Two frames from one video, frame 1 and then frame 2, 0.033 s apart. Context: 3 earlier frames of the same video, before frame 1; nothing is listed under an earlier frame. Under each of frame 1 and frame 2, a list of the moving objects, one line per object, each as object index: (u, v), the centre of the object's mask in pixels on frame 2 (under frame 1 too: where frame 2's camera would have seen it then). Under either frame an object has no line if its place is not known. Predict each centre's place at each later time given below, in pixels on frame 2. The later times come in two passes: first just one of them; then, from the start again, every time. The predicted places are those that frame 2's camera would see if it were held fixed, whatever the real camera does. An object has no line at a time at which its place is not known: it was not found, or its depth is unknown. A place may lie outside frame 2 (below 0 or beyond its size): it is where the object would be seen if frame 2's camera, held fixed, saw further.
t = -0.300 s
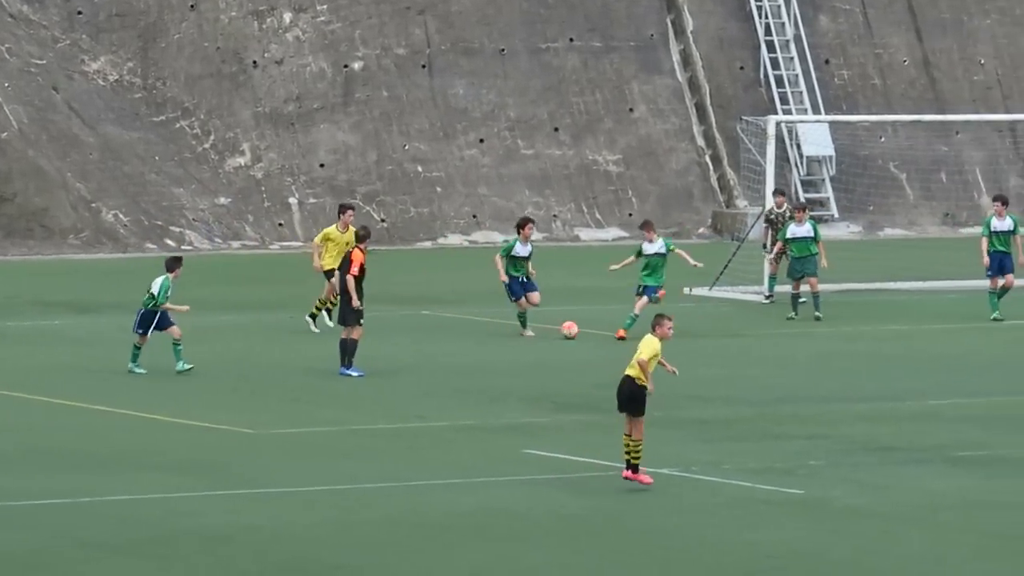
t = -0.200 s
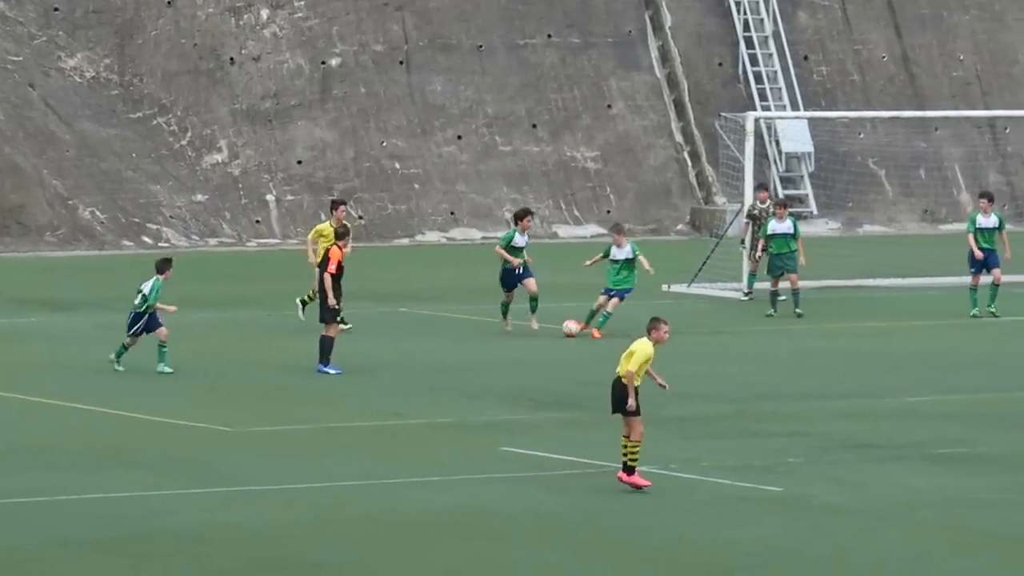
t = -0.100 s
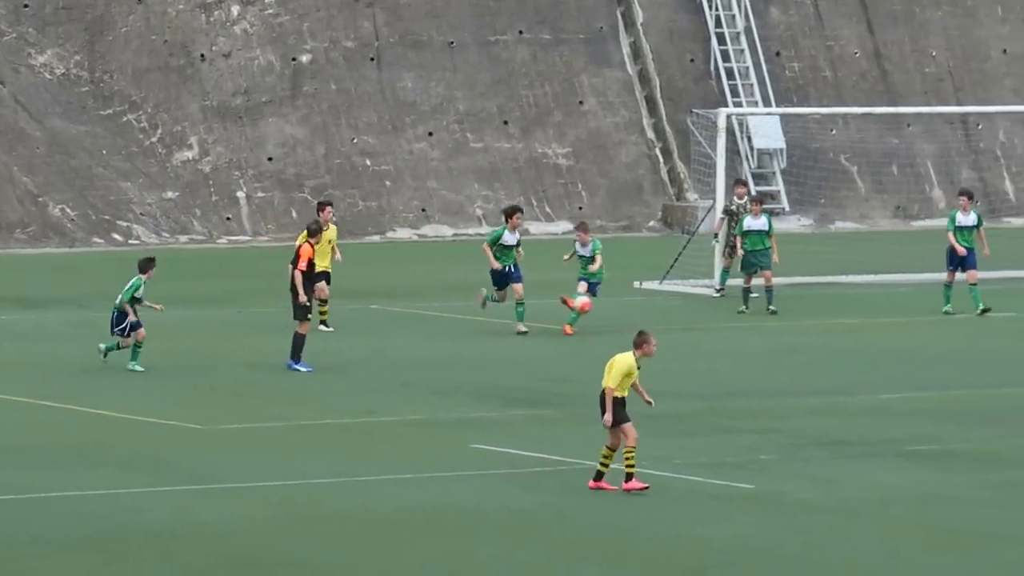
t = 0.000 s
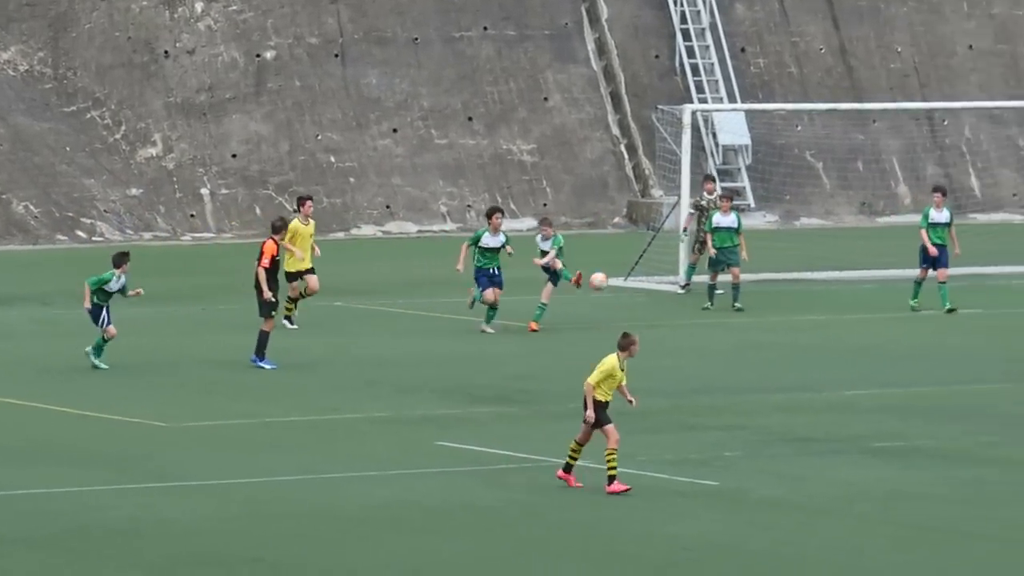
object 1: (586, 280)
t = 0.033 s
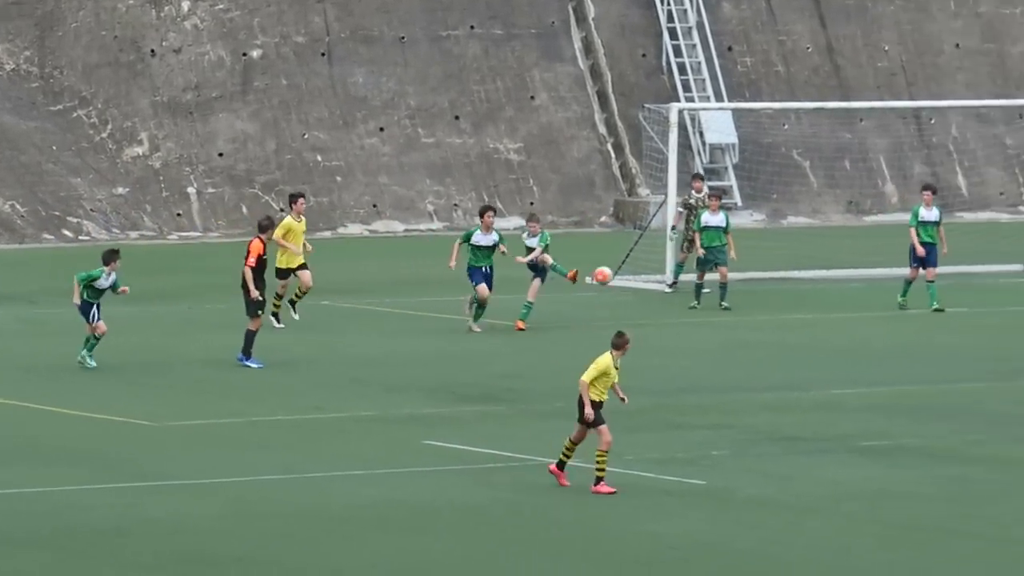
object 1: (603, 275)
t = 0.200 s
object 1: (692, 268)
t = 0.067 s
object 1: (620, 271)
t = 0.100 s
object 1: (638, 268)
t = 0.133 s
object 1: (656, 267)
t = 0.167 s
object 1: (674, 267)
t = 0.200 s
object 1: (692, 268)
